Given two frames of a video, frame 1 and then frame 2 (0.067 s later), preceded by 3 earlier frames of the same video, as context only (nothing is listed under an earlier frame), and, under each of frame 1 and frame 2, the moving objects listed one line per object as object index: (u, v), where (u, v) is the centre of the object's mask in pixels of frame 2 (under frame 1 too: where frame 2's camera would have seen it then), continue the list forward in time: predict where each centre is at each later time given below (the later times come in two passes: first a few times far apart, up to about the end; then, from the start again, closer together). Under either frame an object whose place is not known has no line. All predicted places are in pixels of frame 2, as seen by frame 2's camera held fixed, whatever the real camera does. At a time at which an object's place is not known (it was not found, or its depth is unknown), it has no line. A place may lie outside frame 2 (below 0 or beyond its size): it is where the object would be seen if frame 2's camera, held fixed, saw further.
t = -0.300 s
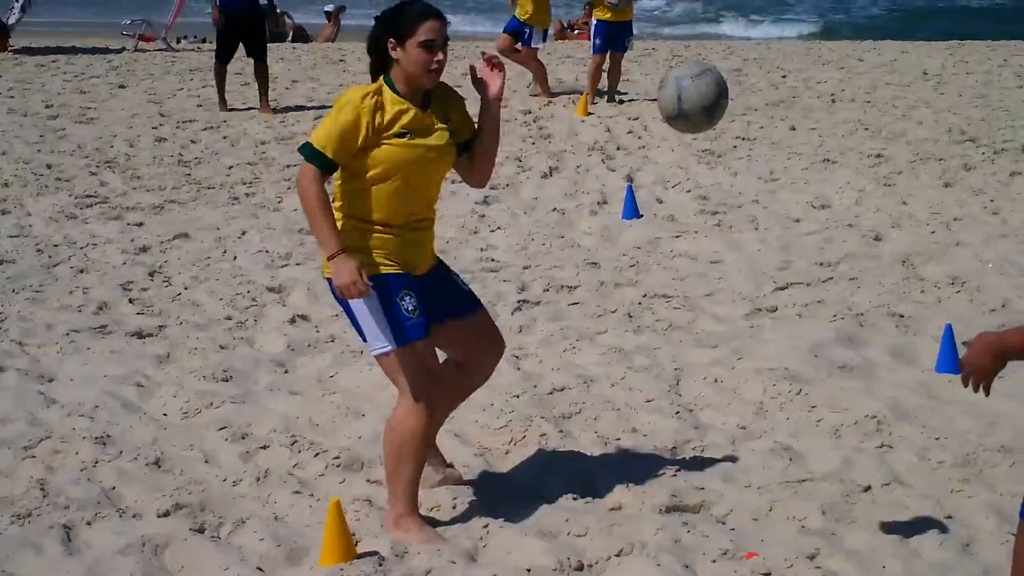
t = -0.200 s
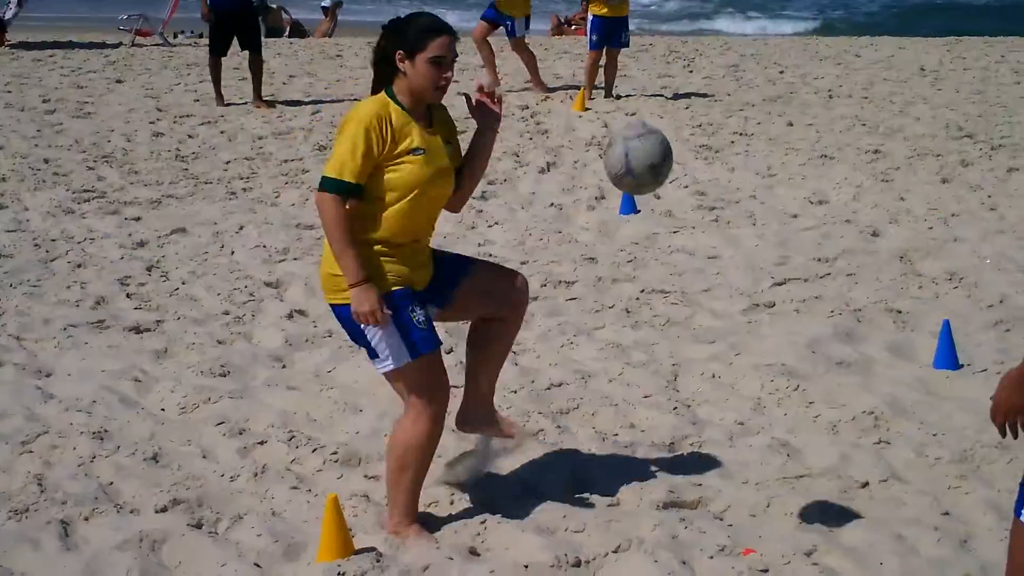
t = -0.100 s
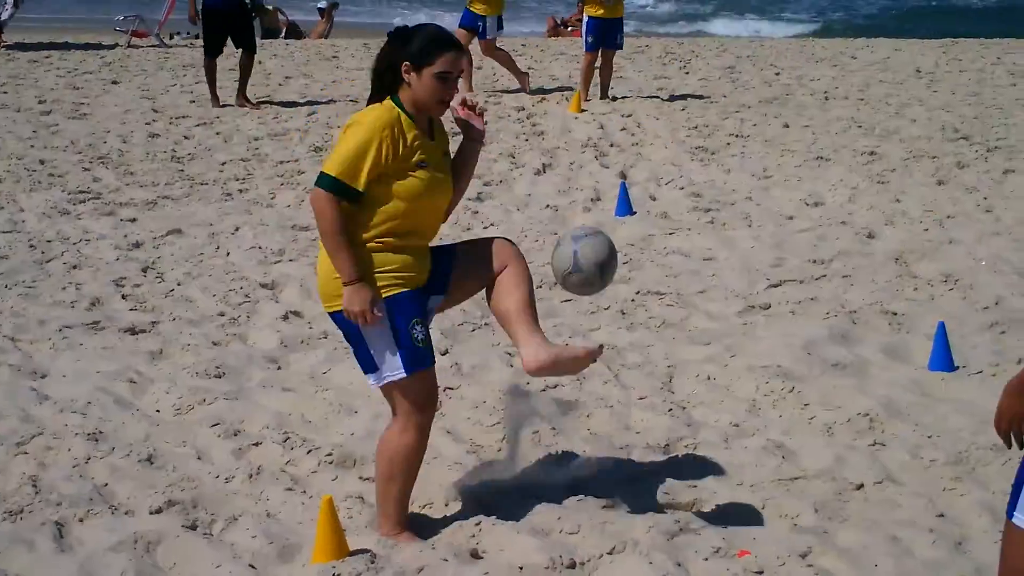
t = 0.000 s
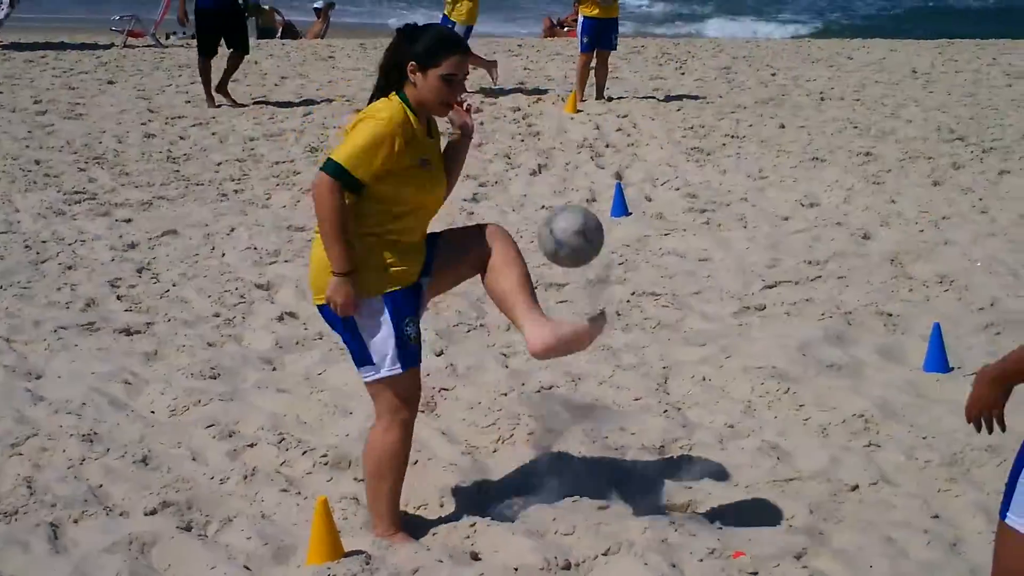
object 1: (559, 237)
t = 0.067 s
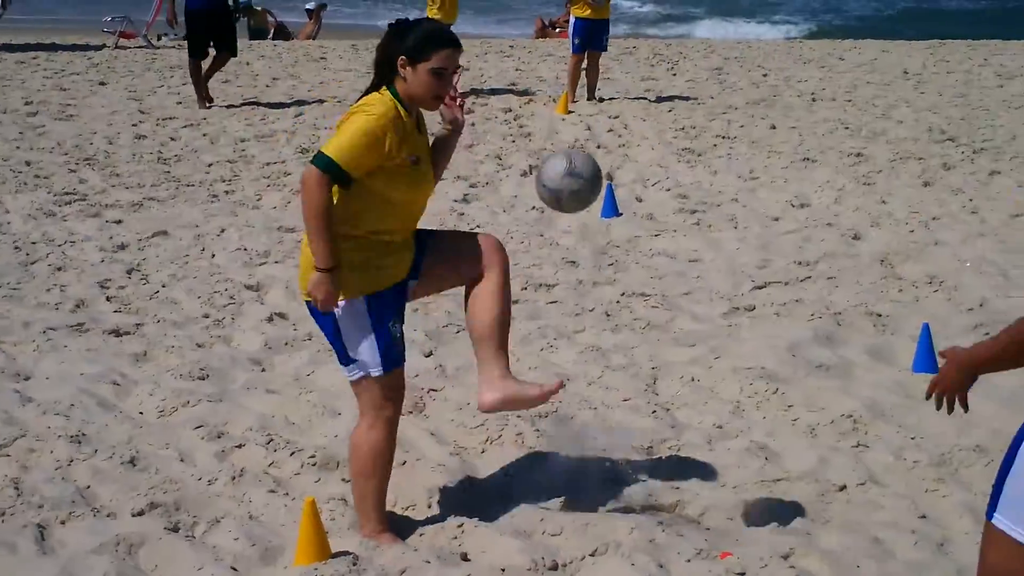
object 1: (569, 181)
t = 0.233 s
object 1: (585, 96)
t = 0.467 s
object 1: (610, 144)
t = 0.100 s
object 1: (570, 155)
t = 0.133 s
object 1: (572, 137)
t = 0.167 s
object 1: (577, 120)
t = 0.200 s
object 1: (582, 106)
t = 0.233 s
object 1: (585, 96)
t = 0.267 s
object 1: (589, 92)
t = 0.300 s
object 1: (592, 90)
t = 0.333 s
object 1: (595, 90)
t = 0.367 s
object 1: (599, 95)
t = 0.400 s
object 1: (605, 110)
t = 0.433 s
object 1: (608, 125)
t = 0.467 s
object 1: (610, 144)
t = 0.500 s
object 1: (613, 168)
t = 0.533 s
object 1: (614, 198)
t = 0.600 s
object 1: (619, 271)
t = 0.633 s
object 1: (621, 317)
